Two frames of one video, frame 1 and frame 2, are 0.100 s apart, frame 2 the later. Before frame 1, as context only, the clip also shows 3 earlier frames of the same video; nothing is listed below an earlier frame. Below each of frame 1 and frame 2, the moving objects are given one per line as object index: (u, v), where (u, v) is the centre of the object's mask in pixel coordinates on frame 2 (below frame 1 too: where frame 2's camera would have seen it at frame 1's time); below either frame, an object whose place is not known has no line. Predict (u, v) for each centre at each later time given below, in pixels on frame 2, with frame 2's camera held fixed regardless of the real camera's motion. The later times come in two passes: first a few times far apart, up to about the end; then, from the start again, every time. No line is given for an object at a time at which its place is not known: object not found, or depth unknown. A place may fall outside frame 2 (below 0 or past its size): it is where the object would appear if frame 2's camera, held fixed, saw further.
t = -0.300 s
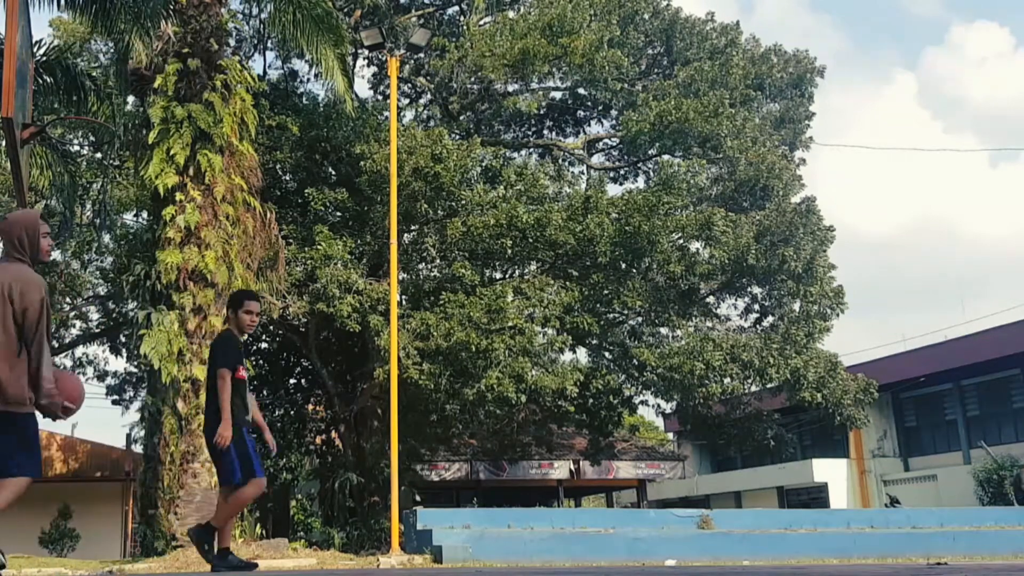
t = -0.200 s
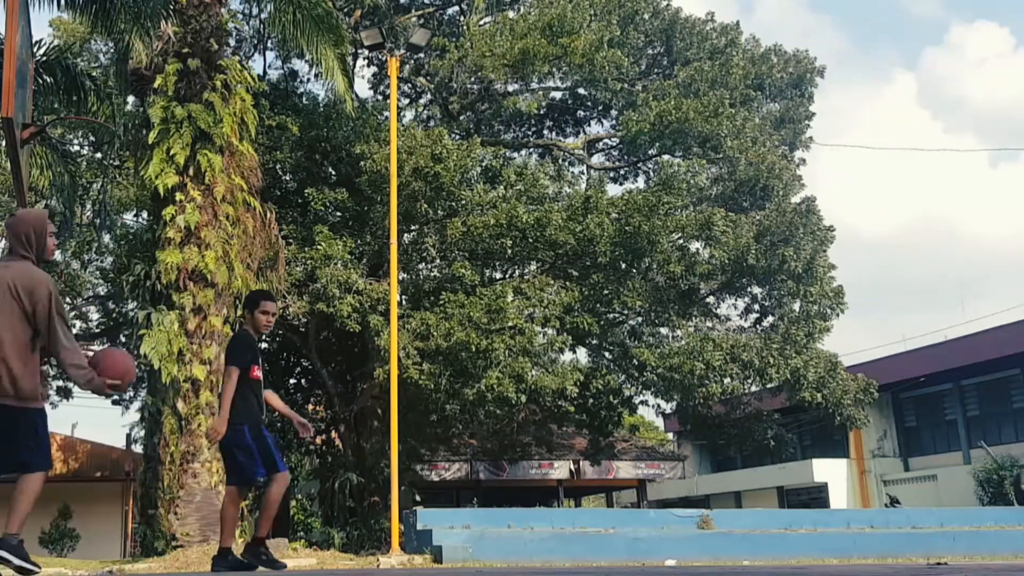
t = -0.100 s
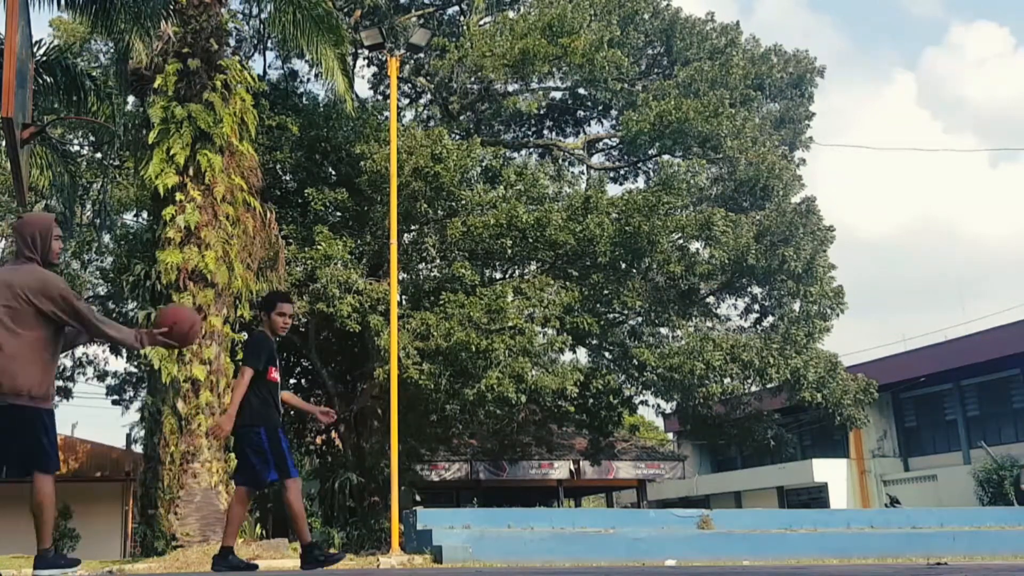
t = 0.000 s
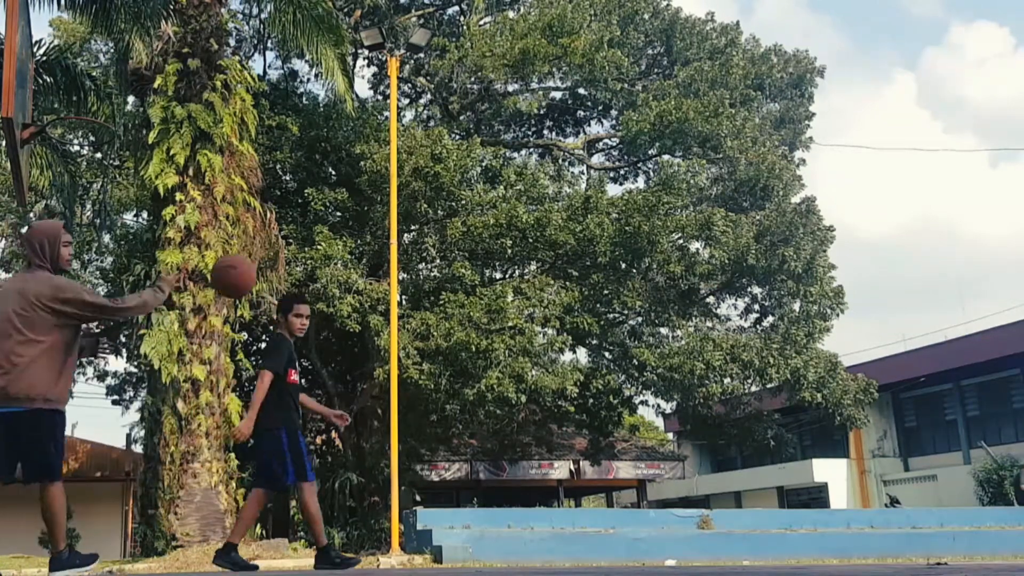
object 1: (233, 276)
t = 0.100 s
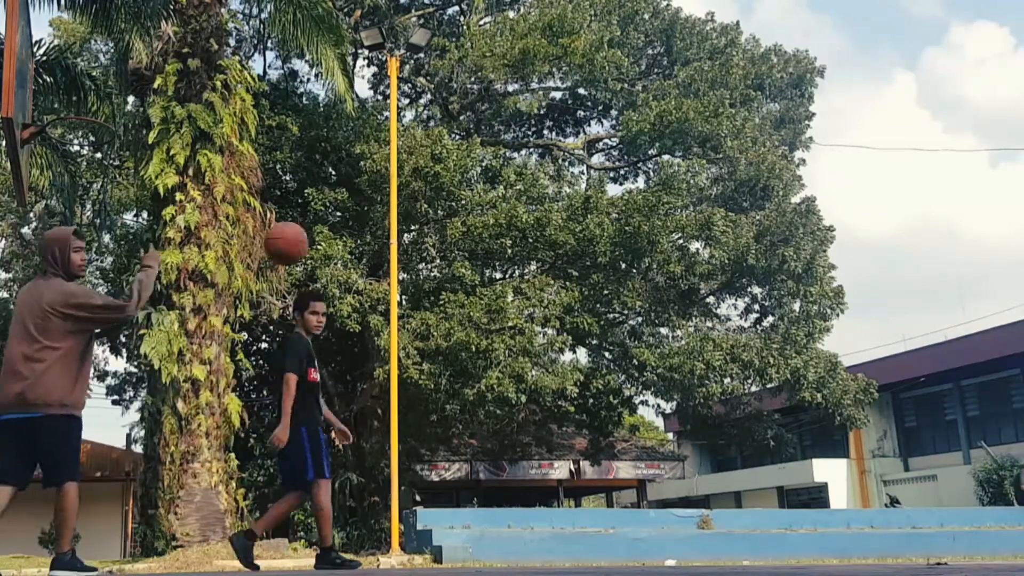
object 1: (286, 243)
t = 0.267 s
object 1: (369, 230)
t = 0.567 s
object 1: (512, 318)
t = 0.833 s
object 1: (642, 524)
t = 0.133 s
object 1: (303, 236)
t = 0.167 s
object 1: (320, 231)
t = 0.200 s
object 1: (336, 229)
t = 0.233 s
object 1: (353, 228)
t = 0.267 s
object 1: (369, 230)
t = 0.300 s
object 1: (385, 233)
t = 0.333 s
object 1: (402, 238)
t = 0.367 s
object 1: (418, 244)
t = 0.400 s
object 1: (433, 252)
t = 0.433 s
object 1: (449, 262)
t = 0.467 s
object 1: (465, 274)
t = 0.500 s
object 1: (480, 287)
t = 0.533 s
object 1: (496, 302)
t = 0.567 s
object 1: (512, 318)
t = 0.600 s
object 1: (527, 338)
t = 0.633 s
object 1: (543, 359)
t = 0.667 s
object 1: (559, 381)
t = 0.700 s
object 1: (577, 404)
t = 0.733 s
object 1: (592, 431)
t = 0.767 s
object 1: (609, 460)
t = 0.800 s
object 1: (625, 492)
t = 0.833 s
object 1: (642, 524)
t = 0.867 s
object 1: (657, 544)
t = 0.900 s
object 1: (664, 518)
